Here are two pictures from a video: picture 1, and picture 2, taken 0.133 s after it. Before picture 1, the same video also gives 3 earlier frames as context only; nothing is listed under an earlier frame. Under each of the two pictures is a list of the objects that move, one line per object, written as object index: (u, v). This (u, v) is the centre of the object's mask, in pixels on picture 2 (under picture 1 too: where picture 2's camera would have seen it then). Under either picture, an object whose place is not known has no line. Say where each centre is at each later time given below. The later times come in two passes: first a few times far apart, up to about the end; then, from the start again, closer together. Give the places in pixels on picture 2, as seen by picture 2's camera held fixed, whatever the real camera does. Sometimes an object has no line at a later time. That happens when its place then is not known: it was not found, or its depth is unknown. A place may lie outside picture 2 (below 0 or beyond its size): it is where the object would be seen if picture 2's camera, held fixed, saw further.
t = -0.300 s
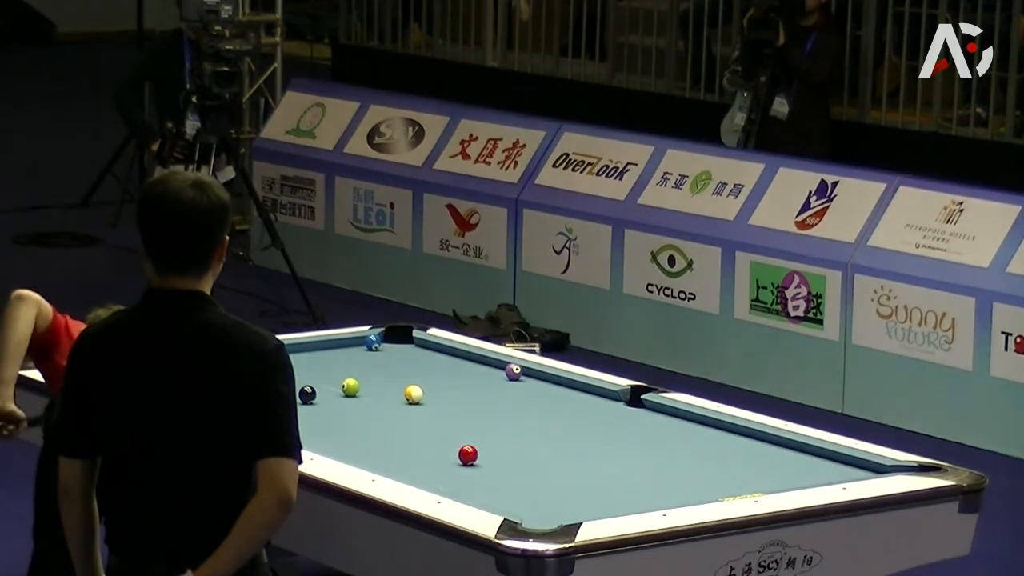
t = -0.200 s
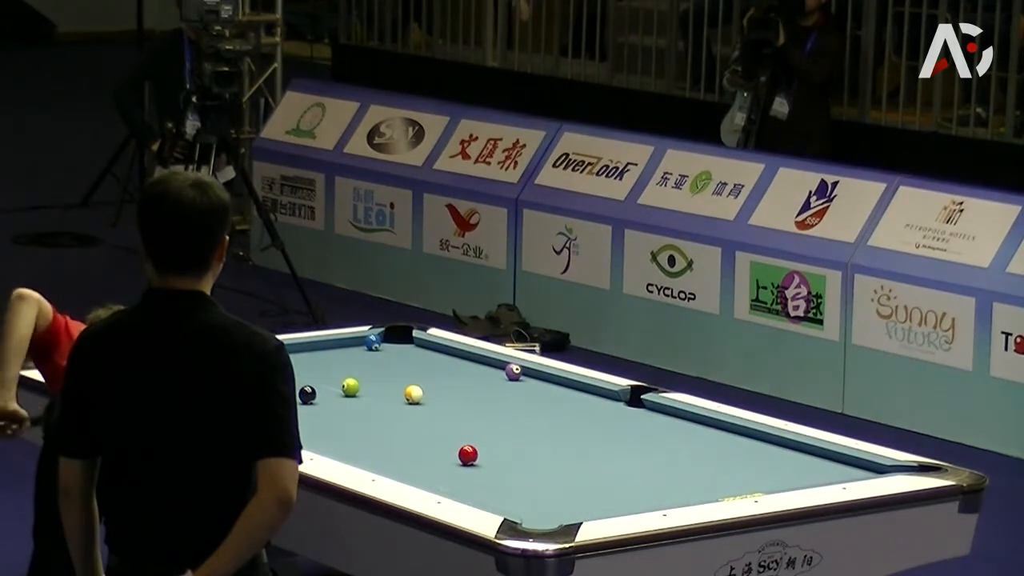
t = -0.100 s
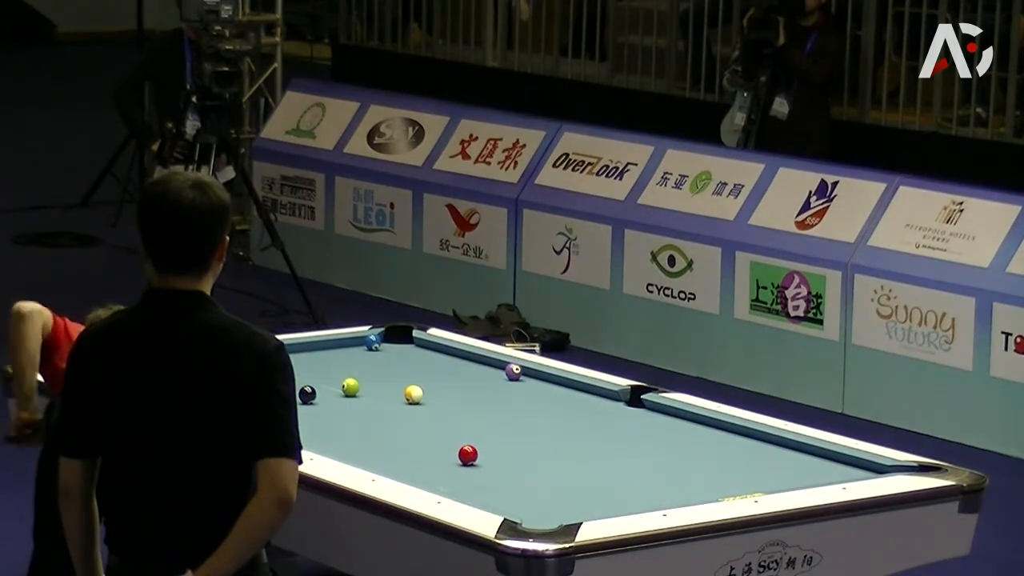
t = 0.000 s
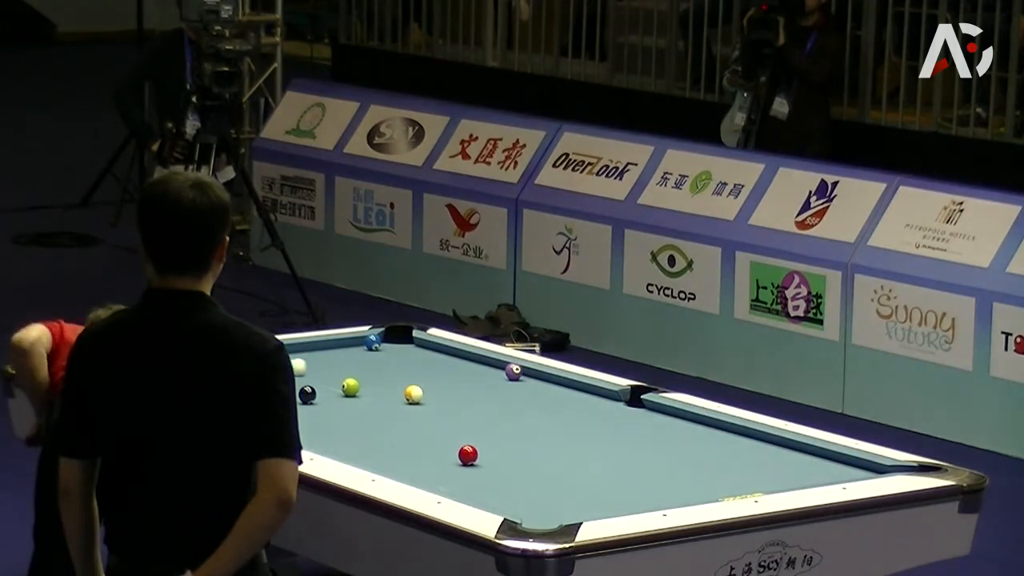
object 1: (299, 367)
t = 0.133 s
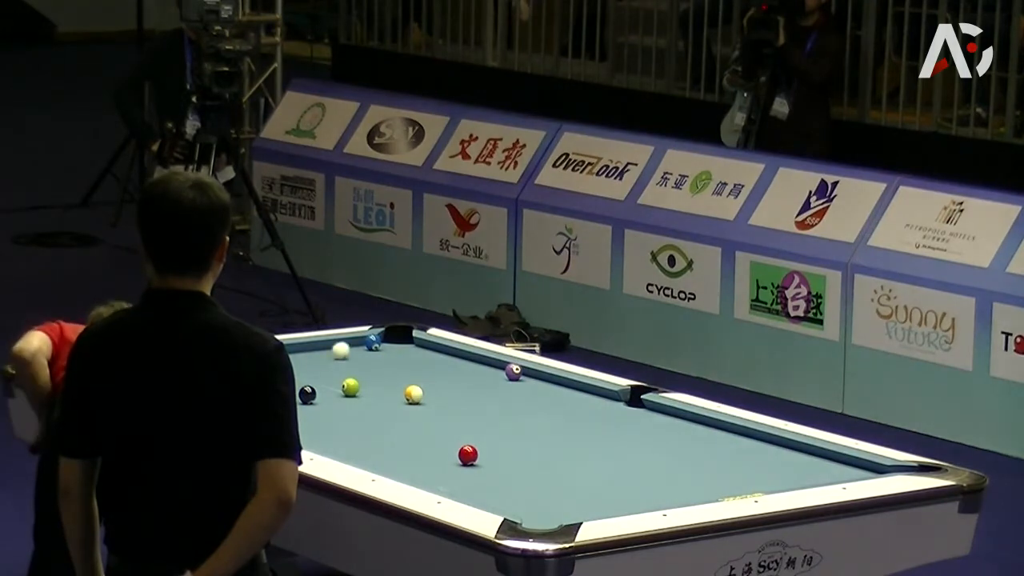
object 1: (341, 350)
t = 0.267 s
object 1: (350, 341)
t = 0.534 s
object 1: (384, 346)
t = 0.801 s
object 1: (419, 349)
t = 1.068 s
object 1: (453, 352)
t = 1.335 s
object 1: (459, 357)
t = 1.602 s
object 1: (465, 361)
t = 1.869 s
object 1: (470, 365)
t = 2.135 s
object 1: (475, 369)
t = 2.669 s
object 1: (478, 375)
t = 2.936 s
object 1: (487, 379)
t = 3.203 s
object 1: (490, 382)
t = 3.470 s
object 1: (493, 384)
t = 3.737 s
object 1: (496, 387)
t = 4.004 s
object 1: (498, 388)
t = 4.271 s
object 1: (500, 390)
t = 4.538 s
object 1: (501, 391)
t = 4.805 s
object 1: (503, 392)
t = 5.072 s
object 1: (505, 392)
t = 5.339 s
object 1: (506, 392)
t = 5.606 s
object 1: (506, 392)
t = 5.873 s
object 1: (506, 392)
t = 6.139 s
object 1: (506, 392)
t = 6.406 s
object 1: (506, 392)
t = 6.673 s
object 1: (506, 392)
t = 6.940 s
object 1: (506, 392)
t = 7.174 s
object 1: (506, 392)
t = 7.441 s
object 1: (506, 392)
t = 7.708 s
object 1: (506, 392)
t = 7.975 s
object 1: (506, 392)
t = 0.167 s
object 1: (350, 347)
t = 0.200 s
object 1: (359, 344)
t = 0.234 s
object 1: (355, 342)
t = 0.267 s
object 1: (350, 341)
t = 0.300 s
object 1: (354, 342)
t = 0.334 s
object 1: (358, 343)
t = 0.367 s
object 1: (362, 344)
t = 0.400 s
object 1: (367, 345)
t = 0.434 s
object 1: (371, 345)
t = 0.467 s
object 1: (375, 346)
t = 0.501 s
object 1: (380, 346)
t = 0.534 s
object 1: (384, 346)
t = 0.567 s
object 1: (389, 347)
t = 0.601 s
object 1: (393, 347)
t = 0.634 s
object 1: (397, 347)
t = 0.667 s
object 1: (402, 348)
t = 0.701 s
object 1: (406, 348)
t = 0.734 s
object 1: (411, 349)
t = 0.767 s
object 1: (415, 349)
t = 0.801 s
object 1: (419, 349)
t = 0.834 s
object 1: (424, 350)
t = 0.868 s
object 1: (428, 350)
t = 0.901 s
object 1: (432, 351)
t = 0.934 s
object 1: (436, 351)
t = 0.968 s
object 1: (441, 351)
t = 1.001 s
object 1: (445, 352)
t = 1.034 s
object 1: (449, 352)
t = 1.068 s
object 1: (453, 352)
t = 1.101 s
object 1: (454, 353)
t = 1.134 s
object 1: (455, 354)
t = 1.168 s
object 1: (456, 354)
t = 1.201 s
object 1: (457, 355)
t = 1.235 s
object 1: (457, 355)
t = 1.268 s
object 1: (458, 356)
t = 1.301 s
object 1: (459, 356)
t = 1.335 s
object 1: (459, 357)
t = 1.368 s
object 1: (460, 357)
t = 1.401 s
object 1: (461, 358)
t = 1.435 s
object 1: (461, 359)
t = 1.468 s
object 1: (462, 359)
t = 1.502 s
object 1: (463, 359)
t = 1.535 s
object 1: (463, 360)
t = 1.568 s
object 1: (464, 361)
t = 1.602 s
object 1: (465, 361)
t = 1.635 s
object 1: (465, 362)
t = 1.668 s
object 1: (466, 362)
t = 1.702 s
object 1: (466, 363)
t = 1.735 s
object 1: (467, 363)
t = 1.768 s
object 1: (468, 364)
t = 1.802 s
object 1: (469, 364)
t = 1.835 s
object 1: (469, 365)
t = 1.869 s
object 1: (470, 365)
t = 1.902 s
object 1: (470, 366)
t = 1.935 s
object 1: (471, 366)
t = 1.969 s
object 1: (472, 367)
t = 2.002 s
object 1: (472, 367)
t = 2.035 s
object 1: (473, 368)
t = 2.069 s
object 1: (473, 368)
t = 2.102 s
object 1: (474, 369)
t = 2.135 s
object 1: (475, 369)
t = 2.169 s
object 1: (475, 370)
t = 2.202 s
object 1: (476, 370)
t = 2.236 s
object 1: (480, 369)
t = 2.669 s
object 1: (478, 375)
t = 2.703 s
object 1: (484, 377)
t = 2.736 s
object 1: (484, 377)
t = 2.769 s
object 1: (485, 377)
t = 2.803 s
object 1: (485, 378)
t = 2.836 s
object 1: (486, 378)
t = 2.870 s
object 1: (486, 378)
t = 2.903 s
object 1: (487, 379)
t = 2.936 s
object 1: (487, 379)
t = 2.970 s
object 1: (487, 379)
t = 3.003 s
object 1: (488, 380)
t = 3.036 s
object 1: (488, 380)
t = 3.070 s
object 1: (489, 380)
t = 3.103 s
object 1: (489, 381)
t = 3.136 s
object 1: (489, 381)
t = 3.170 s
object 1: (490, 382)
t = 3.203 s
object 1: (490, 382)
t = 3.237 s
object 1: (491, 382)
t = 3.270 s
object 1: (491, 382)
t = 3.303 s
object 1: (491, 383)
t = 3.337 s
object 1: (492, 383)
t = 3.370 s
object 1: (492, 383)
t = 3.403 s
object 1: (492, 384)
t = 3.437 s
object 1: (493, 384)
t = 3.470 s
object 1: (493, 384)
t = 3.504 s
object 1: (494, 384)
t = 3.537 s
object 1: (494, 385)
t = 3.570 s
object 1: (494, 385)
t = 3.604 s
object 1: (495, 385)
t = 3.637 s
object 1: (495, 386)
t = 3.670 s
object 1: (495, 386)
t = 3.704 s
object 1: (496, 386)
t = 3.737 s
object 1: (496, 387)
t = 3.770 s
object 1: (496, 387)
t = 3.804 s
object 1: (496, 387)
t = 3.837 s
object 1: (496, 387)
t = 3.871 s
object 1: (497, 388)
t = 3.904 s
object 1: (497, 388)
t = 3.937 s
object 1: (497, 388)
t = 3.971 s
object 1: (498, 388)
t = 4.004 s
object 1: (498, 388)
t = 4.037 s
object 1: (498, 389)
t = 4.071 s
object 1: (498, 389)
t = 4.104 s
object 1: (498, 389)
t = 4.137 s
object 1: (499, 389)
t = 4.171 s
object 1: (499, 389)
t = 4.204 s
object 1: (499, 389)
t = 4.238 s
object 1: (500, 390)
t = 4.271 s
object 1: (500, 390)
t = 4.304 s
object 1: (500, 390)
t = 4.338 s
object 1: (500, 390)
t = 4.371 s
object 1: (501, 391)
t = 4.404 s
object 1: (501, 391)
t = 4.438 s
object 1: (501, 391)
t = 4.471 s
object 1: (501, 391)
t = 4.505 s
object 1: (501, 391)
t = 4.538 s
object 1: (501, 391)
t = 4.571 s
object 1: (502, 391)
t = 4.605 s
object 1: (502, 391)
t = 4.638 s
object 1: (502, 392)
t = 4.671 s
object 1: (502, 392)
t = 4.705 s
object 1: (502, 392)
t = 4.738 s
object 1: (503, 392)
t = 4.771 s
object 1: (503, 392)
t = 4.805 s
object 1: (503, 392)
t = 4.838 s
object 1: (503, 392)
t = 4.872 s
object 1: (503, 392)
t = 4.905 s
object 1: (503, 392)
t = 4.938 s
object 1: (504, 392)
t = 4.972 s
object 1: (504, 392)
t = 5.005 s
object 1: (504, 392)
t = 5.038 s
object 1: (504, 392)
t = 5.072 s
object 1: (505, 392)
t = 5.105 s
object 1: (505, 392)
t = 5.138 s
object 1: (505, 392)
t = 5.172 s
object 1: (505, 393)
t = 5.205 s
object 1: (505, 392)
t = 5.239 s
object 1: (505, 392)
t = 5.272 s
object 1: (506, 392)
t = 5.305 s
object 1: (506, 393)
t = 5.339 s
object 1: (506, 392)
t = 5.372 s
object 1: (506, 392)
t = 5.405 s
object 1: (506, 392)
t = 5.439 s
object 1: (506, 392)
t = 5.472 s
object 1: (506, 392)
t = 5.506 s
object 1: (506, 392)
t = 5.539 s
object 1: (506, 392)
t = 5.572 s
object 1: (506, 392)
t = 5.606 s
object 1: (506, 392)
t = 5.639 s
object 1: (506, 392)
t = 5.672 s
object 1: (506, 392)
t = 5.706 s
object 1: (506, 392)
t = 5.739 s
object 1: (506, 392)
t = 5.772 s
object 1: (506, 392)
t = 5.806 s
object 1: (506, 392)
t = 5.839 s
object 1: (506, 392)
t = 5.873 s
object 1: (506, 392)
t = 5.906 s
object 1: (506, 392)
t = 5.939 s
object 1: (506, 392)
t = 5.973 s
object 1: (506, 392)
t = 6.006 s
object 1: (506, 392)
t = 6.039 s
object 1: (506, 392)
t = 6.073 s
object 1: (506, 392)
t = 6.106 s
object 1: (506, 392)
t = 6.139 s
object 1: (506, 392)
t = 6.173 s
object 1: (506, 392)
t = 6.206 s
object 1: (506, 392)
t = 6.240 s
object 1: (506, 392)
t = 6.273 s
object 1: (506, 392)
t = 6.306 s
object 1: (506, 392)
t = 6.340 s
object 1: (506, 392)
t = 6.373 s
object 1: (506, 392)
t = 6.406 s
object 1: (506, 392)
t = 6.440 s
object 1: (506, 392)
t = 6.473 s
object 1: (506, 392)
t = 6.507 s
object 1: (506, 392)
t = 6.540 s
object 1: (506, 392)
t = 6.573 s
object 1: (506, 392)
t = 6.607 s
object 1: (506, 392)
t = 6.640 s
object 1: (506, 392)
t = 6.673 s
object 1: (506, 392)
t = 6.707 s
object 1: (506, 392)
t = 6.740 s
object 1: (506, 393)
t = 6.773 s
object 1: (506, 392)
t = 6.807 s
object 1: (506, 392)
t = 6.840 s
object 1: (506, 392)
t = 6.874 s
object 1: (506, 392)
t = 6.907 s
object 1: (506, 392)
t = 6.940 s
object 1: (506, 392)
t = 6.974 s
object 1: (506, 392)
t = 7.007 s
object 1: (506, 392)
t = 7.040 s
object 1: (506, 392)
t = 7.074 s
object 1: (506, 392)
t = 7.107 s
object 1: (506, 392)
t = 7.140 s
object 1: (506, 392)
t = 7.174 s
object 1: (506, 392)
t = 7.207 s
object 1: (506, 392)
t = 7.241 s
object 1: (506, 392)
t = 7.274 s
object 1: (506, 392)
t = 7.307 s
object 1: (506, 392)
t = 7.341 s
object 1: (506, 392)
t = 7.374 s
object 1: (506, 392)
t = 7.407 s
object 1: (506, 392)
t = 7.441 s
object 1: (506, 392)
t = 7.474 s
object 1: (506, 392)
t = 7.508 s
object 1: (506, 392)
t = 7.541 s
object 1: (506, 392)
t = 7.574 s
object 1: (506, 392)
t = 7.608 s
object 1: (506, 392)
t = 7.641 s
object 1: (506, 392)
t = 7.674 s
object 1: (506, 392)
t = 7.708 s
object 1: (506, 392)
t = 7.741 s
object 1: (506, 392)
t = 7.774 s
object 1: (506, 392)
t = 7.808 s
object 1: (506, 392)
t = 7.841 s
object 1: (506, 392)
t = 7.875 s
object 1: (506, 392)
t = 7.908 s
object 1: (506, 392)
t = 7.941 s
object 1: (506, 392)
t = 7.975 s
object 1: (506, 392)
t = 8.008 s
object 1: (506, 392)
